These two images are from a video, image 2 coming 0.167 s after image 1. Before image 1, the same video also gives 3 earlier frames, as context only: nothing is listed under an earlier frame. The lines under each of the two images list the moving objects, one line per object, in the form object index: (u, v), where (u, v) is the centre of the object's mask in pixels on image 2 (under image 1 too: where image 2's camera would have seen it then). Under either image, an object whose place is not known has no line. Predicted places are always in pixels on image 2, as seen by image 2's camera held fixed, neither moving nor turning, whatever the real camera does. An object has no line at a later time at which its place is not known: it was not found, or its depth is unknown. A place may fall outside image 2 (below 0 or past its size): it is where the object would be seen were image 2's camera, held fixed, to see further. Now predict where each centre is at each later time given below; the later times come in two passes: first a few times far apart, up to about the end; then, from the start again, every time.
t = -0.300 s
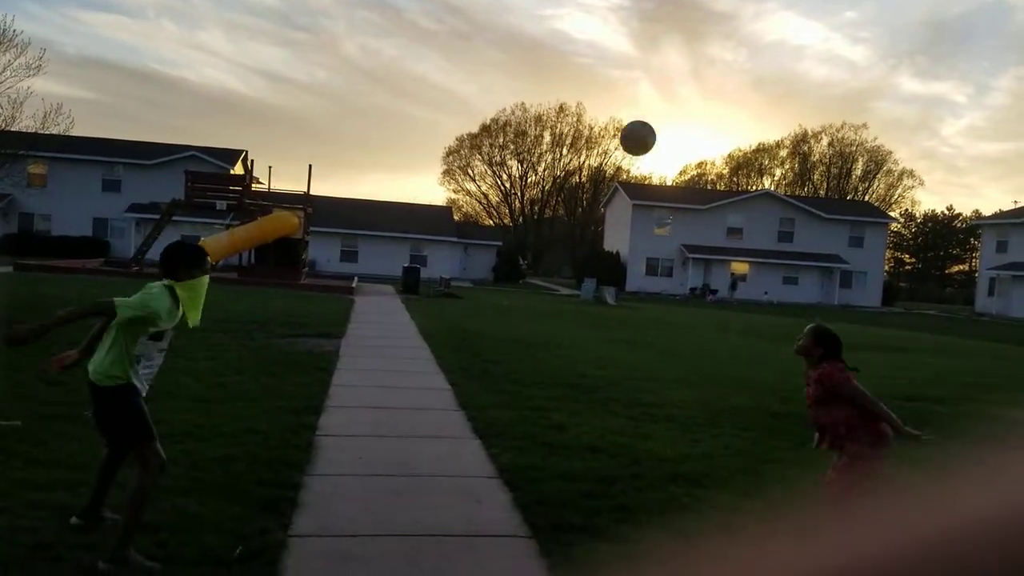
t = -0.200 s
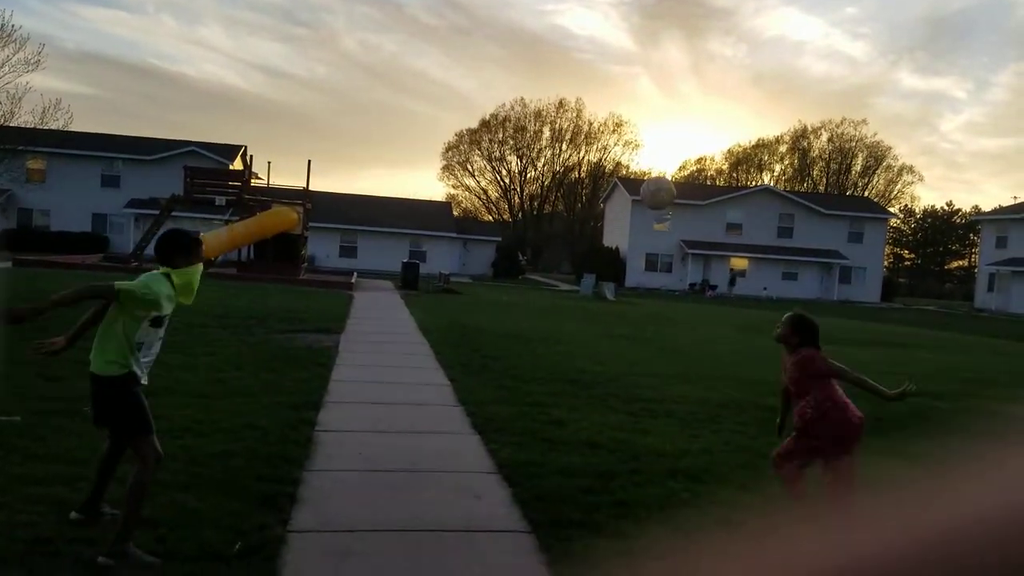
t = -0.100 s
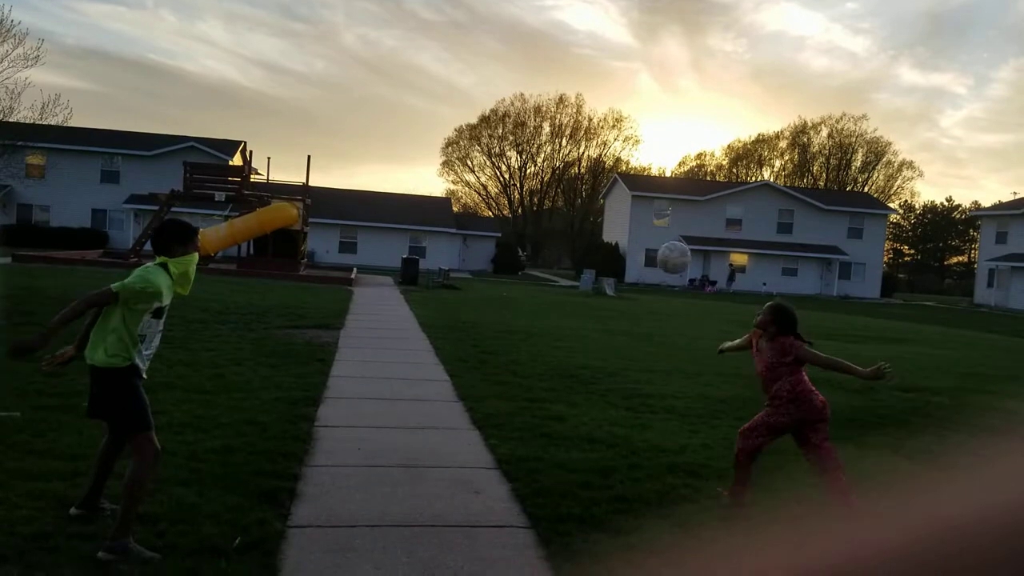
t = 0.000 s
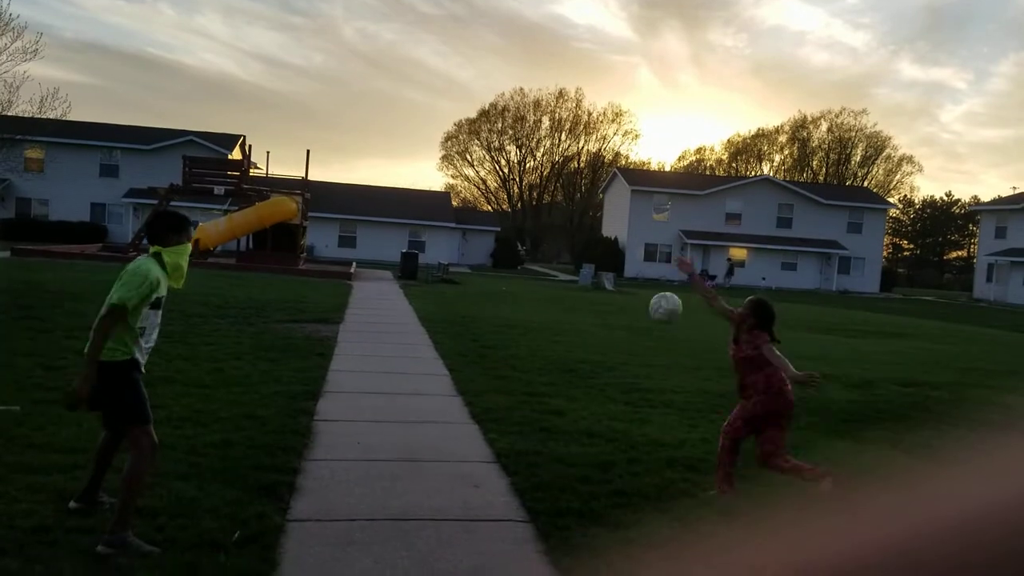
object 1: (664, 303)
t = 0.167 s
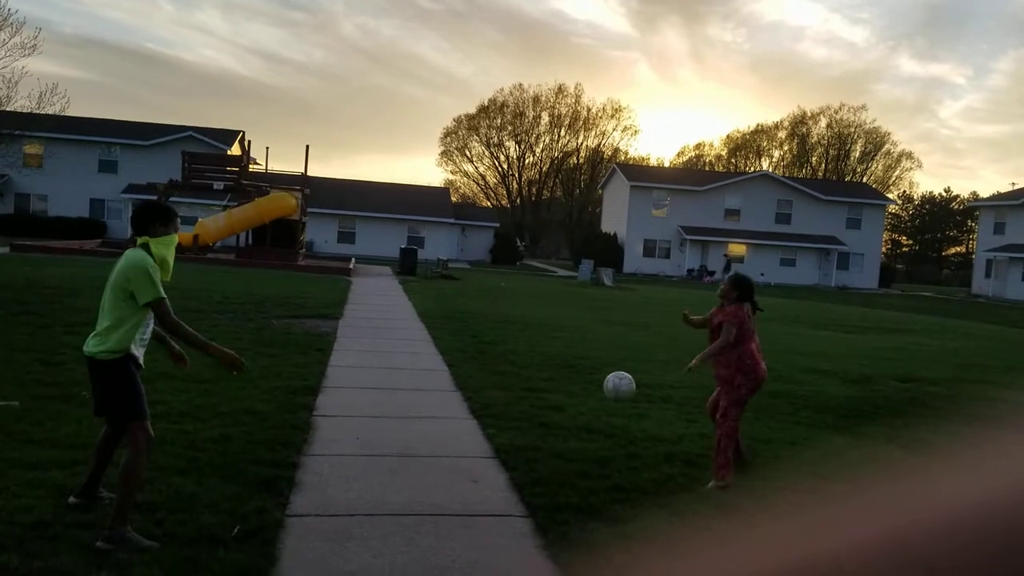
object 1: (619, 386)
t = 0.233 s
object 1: (602, 428)
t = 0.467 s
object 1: (553, 380)
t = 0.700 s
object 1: (500, 381)
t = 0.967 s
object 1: (439, 396)
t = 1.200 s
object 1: (386, 387)
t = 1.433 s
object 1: (333, 391)
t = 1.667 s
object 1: (284, 391)
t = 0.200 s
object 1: (610, 405)
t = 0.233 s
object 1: (602, 428)
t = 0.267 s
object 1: (594, 439)
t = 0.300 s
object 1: (587, 426)
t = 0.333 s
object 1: (581, 413)
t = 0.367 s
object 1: (574, 402)
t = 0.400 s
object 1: (567, 393)
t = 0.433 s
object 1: (560, 385)
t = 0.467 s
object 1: (553, 380)
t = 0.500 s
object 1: (545, 374)
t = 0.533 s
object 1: (538, 372)
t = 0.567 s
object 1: (531, 370)
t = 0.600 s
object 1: (523, 371)
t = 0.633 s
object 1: (516, 372)
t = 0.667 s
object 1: (508, 376)
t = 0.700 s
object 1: (500, 381)
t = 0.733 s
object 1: (493, 387)
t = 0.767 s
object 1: (485, 394)
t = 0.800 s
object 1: (477, 403)
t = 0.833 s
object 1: (469, 414)
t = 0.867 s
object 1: (461, 423)
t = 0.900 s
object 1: (454, 412)
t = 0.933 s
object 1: (447, 403)
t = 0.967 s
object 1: (439, 396)
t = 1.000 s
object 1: (432, 390)
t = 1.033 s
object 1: (425, 386)
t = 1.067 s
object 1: (417, 383)
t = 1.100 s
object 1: (409, 381)
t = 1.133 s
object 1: (400, 382)
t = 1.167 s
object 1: (394, 384)
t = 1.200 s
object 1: (386, 387)
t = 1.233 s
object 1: (378, 391)
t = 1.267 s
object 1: (370, 397)
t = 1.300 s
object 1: (362, 405)
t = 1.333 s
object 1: (353, 413)
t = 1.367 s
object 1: (346, 404)
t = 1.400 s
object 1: (340, 397)
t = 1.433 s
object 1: (333, 391)
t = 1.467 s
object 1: (326, 387)
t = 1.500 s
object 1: (319, 385)
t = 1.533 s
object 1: (312, 382)
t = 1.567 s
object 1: (306, 383)
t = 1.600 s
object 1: (299, 384)
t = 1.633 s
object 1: (292, 387)
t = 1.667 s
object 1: (284, 391)
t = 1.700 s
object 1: (276, 398)
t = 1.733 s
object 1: (269, 404)
